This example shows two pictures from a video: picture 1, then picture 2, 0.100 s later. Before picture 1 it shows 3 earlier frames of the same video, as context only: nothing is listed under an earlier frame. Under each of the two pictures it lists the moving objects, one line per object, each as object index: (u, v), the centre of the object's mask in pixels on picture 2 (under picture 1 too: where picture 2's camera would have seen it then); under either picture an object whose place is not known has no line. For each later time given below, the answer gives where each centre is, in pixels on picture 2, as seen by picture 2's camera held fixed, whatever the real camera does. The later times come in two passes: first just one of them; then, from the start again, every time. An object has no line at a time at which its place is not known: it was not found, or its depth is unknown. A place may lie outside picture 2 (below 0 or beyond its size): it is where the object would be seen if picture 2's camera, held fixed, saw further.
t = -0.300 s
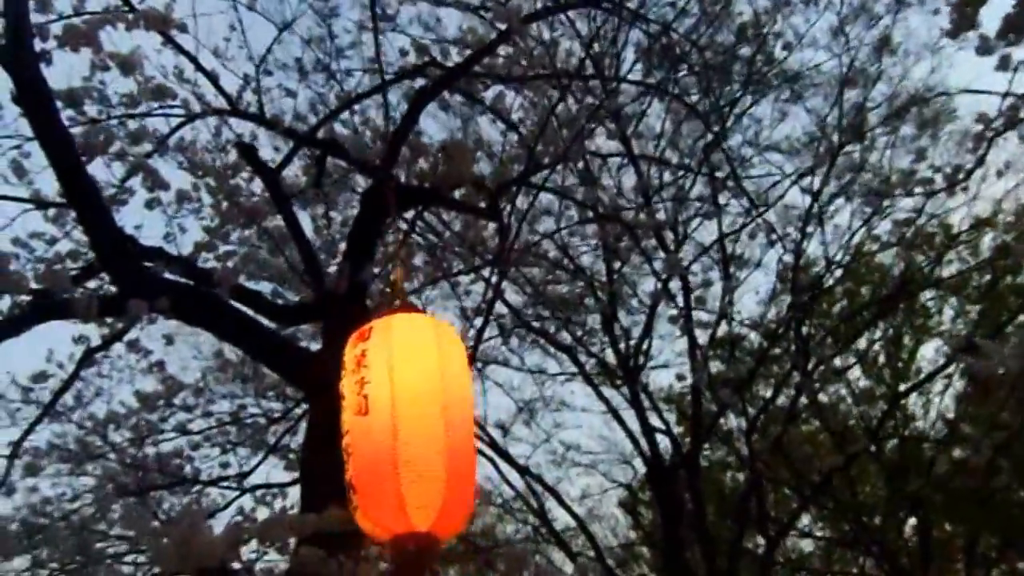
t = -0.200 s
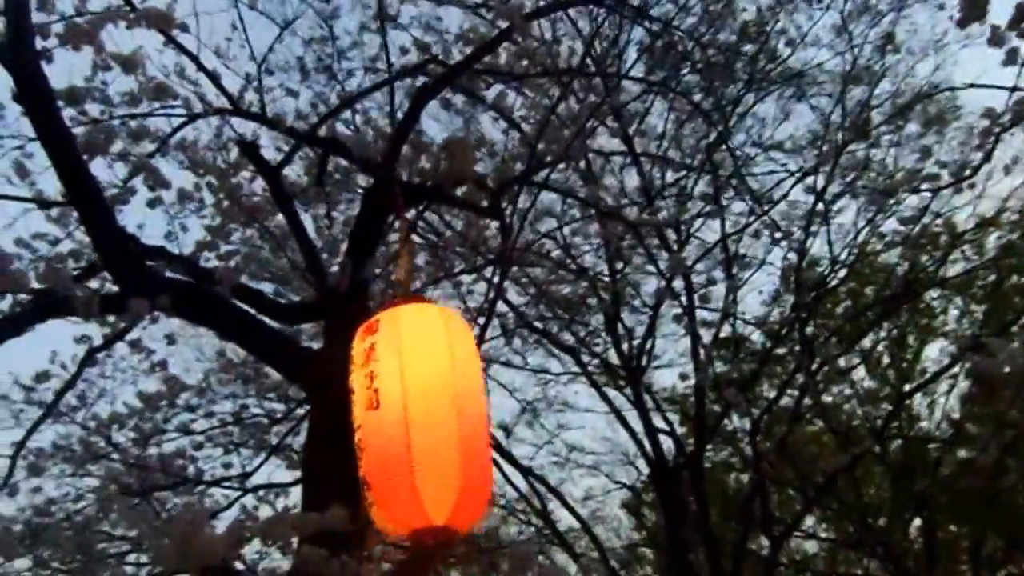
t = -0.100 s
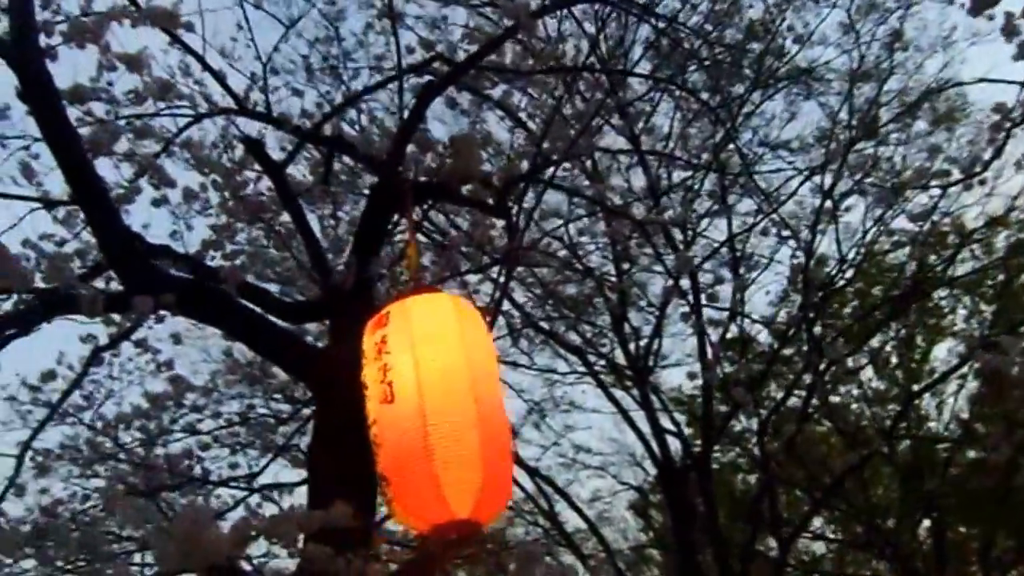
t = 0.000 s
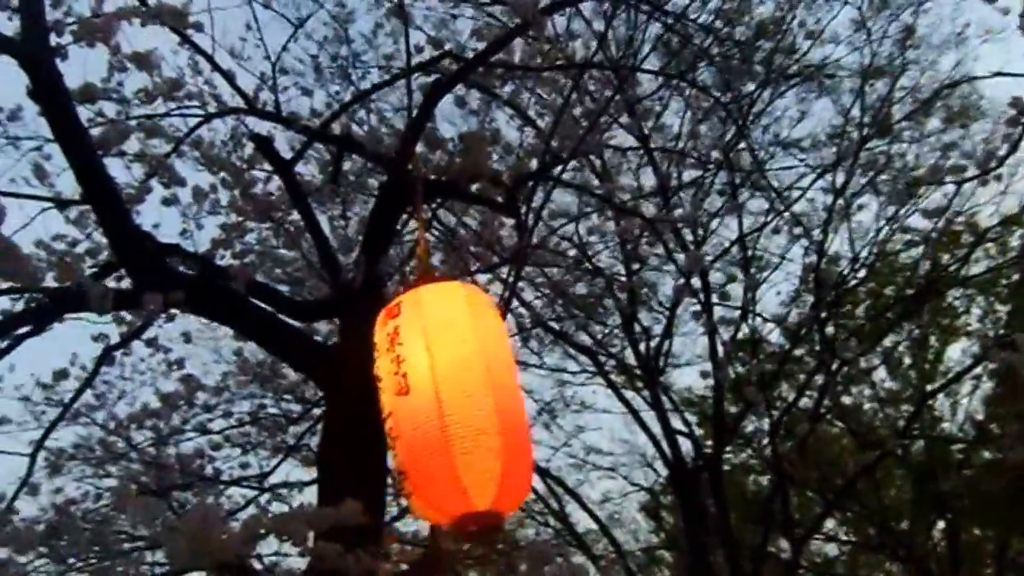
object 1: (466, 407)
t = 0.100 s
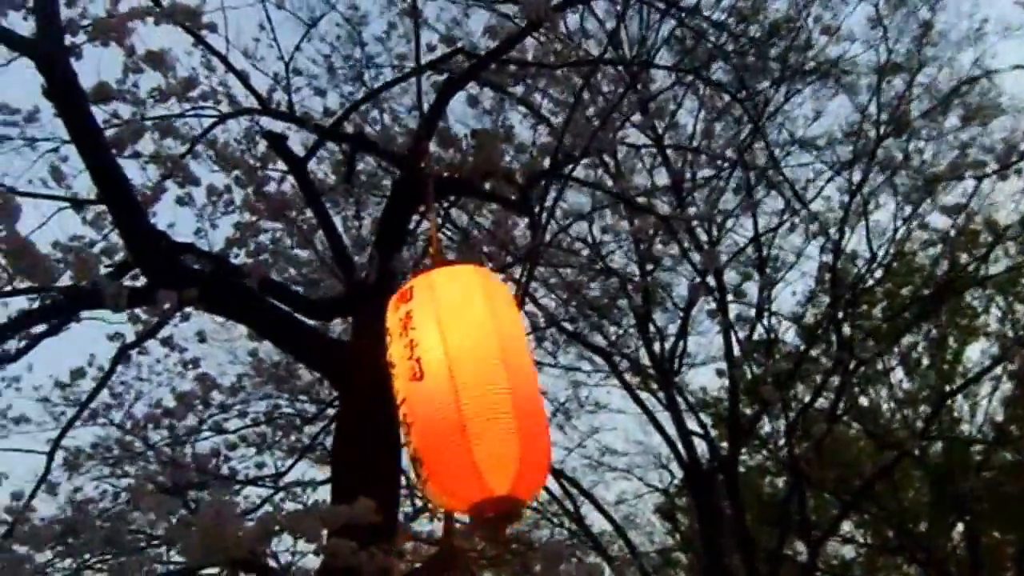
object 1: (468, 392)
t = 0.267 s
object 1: (461, 373)
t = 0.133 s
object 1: (468, 388)
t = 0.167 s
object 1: (467, 381)
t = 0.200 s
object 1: (465, 378)
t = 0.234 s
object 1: (463, 376)
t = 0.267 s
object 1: (461, 373)
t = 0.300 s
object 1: (457, 371)
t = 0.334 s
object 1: (454, 371)
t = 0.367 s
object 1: (451, 369)
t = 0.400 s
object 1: (447, 369)
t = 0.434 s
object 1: (442, 369)
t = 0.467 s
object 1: (437, 369)
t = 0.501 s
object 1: (432, 367)
